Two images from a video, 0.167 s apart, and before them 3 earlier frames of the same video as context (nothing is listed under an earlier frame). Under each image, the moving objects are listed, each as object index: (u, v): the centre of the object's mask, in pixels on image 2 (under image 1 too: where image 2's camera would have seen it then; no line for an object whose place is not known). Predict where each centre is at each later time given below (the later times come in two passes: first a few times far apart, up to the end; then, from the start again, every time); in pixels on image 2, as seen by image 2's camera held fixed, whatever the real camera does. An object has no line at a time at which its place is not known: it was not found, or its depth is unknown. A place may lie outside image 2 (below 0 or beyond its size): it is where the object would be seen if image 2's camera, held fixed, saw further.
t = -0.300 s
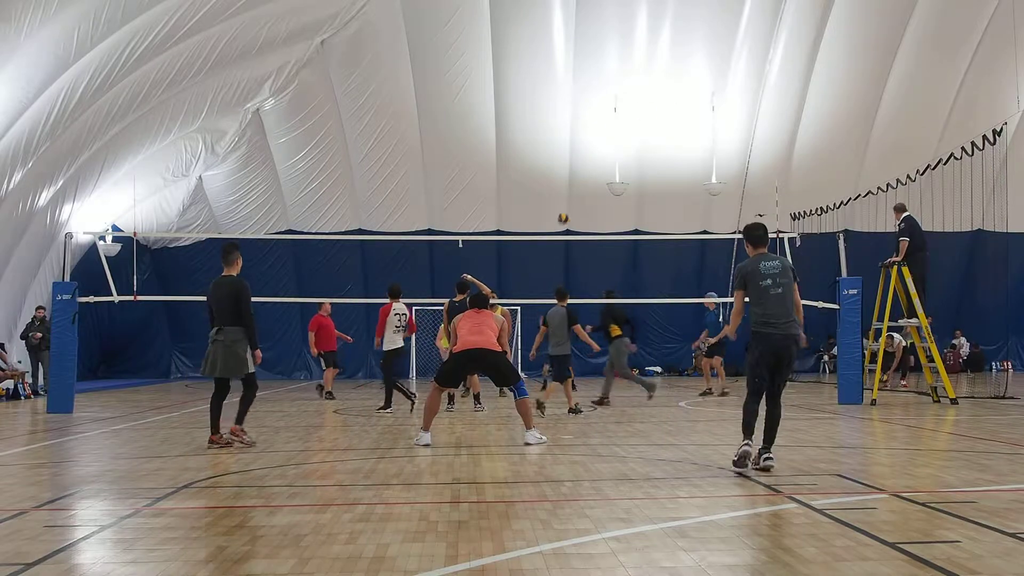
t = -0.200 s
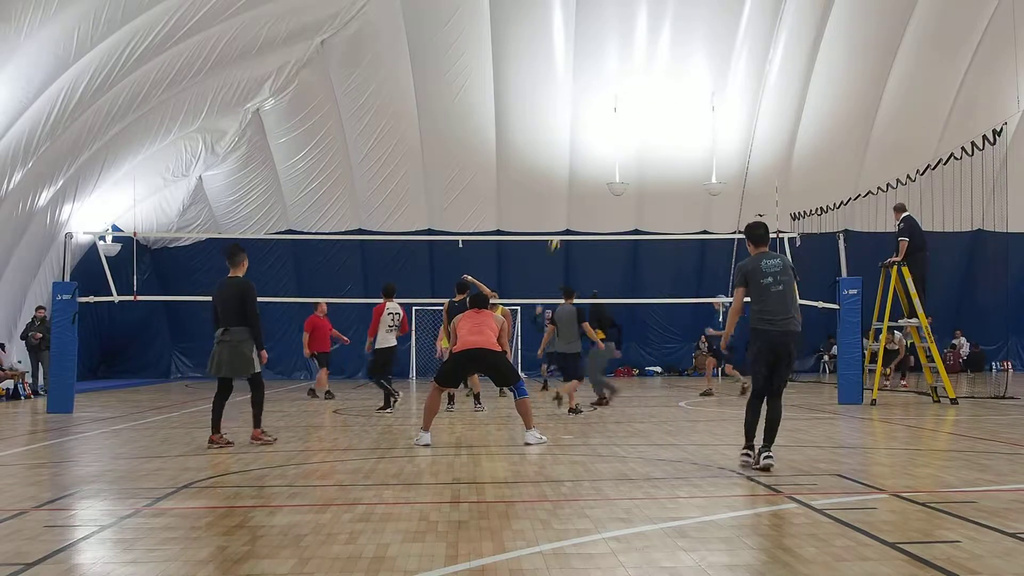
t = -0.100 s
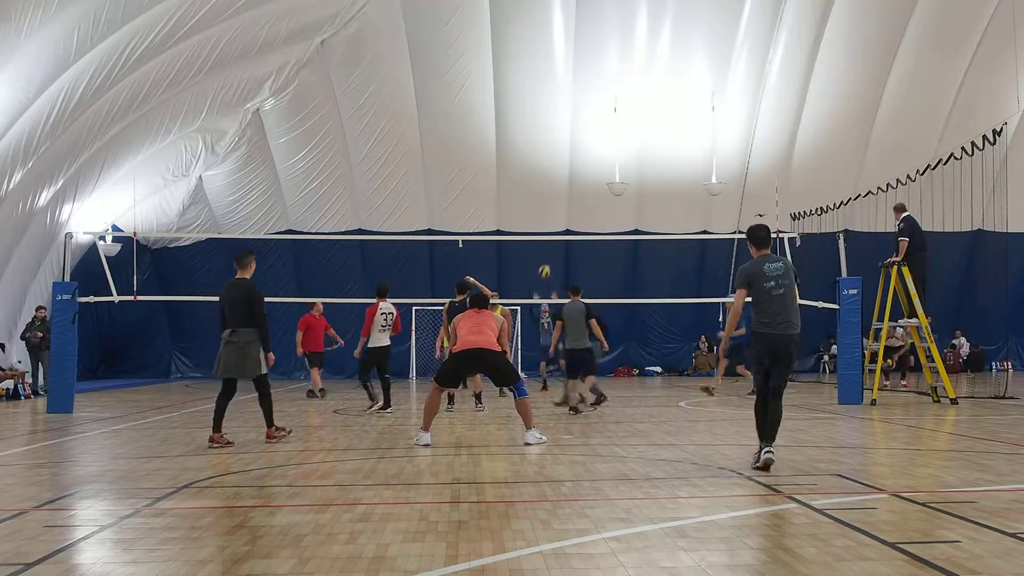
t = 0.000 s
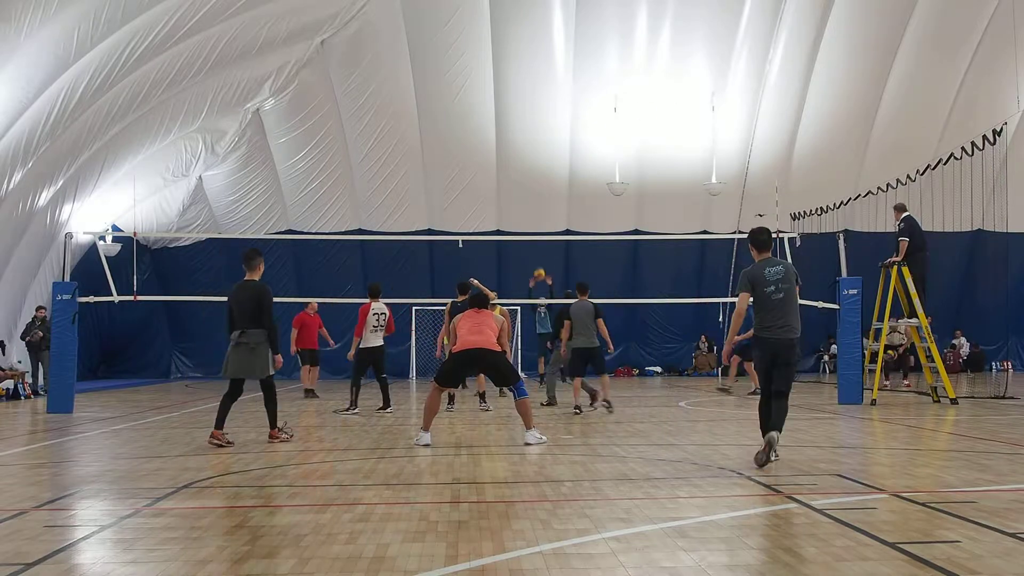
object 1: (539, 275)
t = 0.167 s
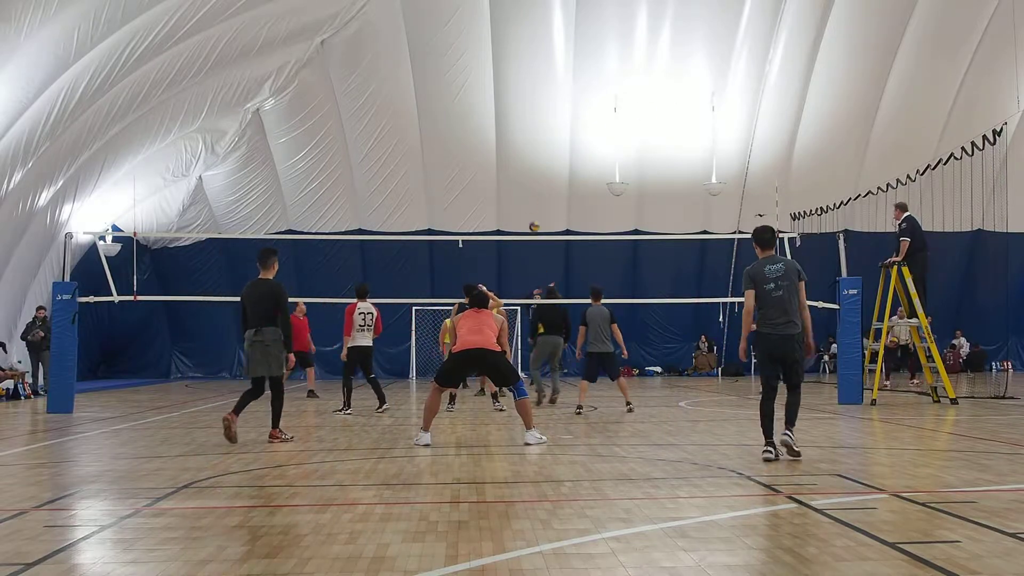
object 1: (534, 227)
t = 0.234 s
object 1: (532, 212)
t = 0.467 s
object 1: (525, 177)
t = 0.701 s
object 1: (518, 171)
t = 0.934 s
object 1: (511, 197)
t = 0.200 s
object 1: (533, 219)
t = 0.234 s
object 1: (532, 212)
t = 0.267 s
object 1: (531, 205)
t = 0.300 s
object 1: (530, 198)
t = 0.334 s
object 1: (529, 193)
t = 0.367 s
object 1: (528, 188)
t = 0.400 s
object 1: (527, 184)
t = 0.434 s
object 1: (526, 181)
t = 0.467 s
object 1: (525, 177)
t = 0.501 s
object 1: (524, 174)
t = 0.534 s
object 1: (523, 172)
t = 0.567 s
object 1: (522, 170)
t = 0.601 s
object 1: (521, 169)
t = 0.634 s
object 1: (520, 169)
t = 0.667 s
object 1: (519, 169)
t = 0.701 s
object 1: (518, 171)
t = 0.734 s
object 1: (517, 172)
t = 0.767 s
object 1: (516, 175)
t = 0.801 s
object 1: (515, 177)
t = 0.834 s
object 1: (514, 181)
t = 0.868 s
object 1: (513, 185)
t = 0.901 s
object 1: (512, 191)
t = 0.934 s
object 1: (511, 197)
